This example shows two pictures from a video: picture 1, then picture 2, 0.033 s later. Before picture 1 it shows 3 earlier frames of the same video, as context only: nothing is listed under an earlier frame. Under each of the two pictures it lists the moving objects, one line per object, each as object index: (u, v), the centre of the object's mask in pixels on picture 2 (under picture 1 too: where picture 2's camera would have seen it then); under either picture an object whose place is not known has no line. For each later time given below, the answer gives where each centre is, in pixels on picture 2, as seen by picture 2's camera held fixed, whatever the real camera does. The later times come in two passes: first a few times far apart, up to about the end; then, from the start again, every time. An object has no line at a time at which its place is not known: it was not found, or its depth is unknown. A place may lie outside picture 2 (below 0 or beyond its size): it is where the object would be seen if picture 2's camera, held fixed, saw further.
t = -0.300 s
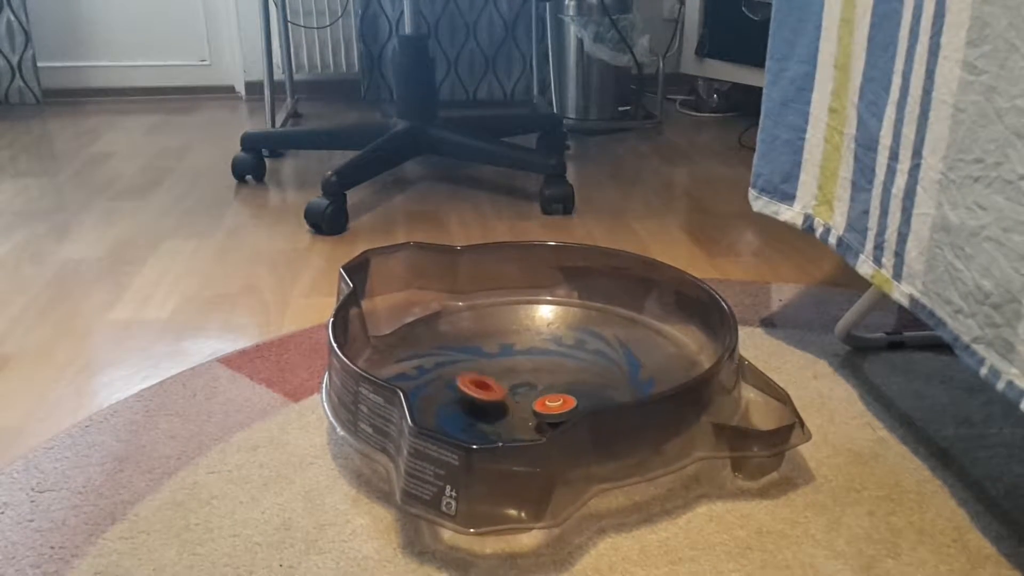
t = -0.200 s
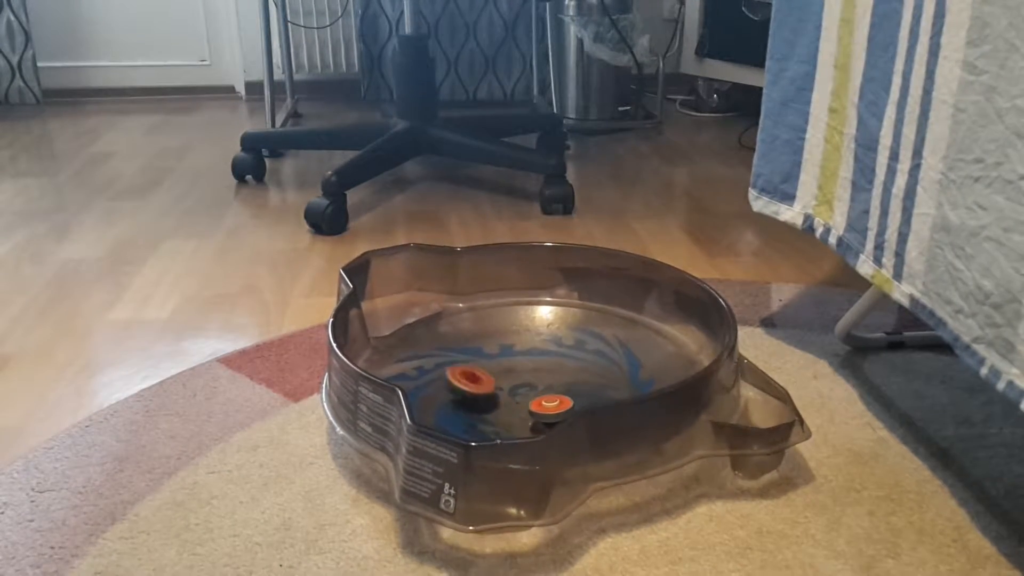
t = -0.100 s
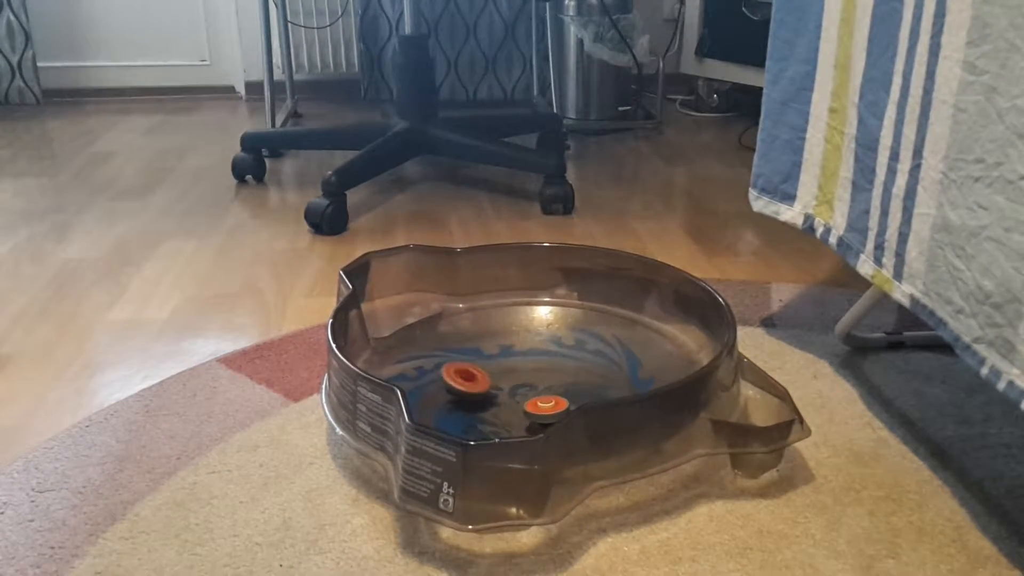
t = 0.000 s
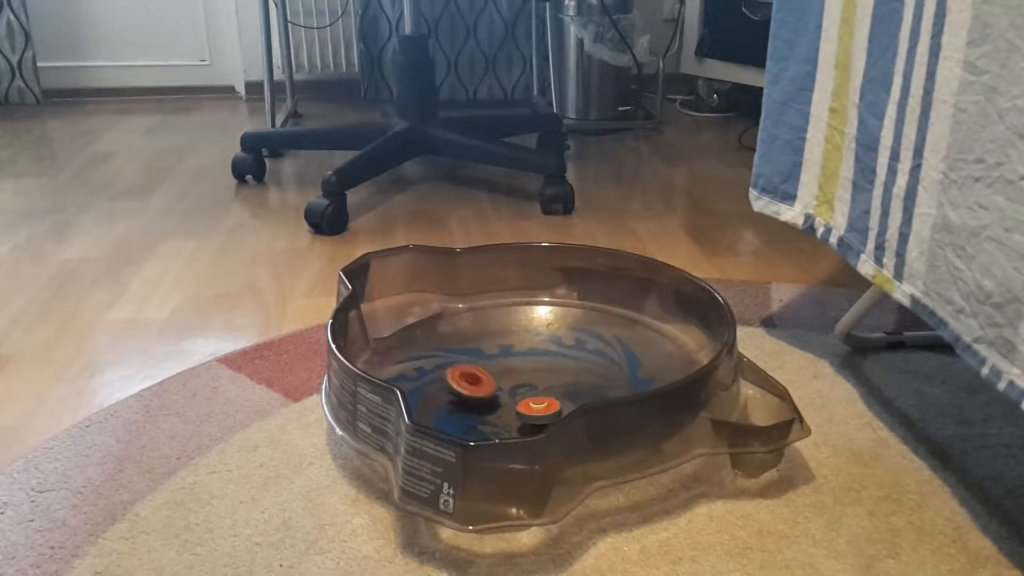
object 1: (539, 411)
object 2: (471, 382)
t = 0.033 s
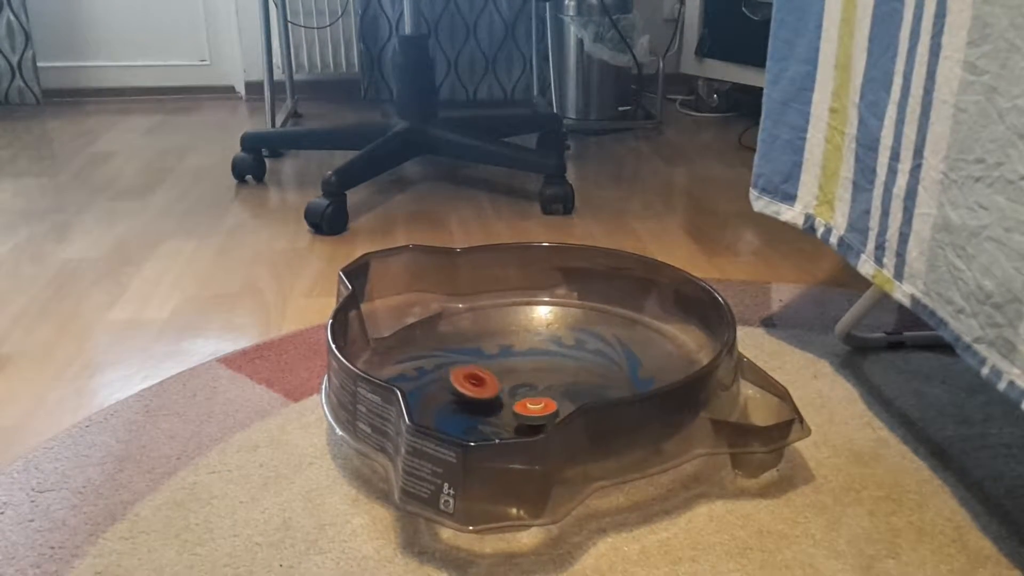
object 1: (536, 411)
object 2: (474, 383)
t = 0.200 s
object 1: (523, 411)
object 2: (503, 382)
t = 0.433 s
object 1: (526, 411)
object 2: (533, 368)
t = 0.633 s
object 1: (517, 406)
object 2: (537, 367)
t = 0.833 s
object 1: (512, 398)
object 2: (554, 378)
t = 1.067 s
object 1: (510, 393)
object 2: (585, 380)
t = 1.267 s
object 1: (520, 391)
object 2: (584, 384)
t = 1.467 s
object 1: (458, 359)
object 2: (633, 387)
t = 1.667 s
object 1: (411, 348)
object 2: (647, 380)
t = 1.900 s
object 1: (512, 415)
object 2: (567, 401)
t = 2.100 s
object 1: (506, 419)
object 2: (555, 408)
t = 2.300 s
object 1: (436, 405)
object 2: (575, 390)
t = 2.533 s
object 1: (508, 420)
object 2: (517, 388)
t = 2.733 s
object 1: (540, 418)
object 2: (492, 385)
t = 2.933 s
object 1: (550, 401)
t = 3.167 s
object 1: (570, 379)
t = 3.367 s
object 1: (549, 371)
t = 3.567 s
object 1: (527, 335)
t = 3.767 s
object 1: (509, 365)
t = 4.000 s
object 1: (491, 395)
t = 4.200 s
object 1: (490, 409)
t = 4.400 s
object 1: (525, 420)
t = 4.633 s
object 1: (506, 430)
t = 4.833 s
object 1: (538, 419)
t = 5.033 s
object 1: (551, 403)
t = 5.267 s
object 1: (587, 401)
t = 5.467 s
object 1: (572, 388)
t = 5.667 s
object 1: (579, 367)
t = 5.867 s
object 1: (559, 376)
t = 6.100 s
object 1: (543, 382)
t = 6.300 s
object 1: (536, 389)
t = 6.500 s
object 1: (514, 375)
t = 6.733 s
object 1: (500, 392)
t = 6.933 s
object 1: (486, 394)
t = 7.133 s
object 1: (502, 404)
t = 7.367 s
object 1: (507, 409)
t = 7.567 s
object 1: (522, 415)
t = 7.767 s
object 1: (542, 410)
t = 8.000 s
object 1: (535, 415)
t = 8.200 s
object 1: (537, 411)
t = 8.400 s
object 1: (531, 416)
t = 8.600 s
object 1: (536, 410)
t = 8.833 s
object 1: (530, 416)
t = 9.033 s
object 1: (541, 414)
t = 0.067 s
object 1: (533, 411)
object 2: (478, 384)
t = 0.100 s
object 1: (531, 412)
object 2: (484, 385)
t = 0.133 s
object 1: (529, 412)
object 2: (490, 384)
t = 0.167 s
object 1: (526, 412)
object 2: (497, 383)
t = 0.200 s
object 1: (523, 411)
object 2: (503, 382)
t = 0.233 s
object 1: (519, 411)
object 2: (510, 382)
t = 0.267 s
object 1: (518, 411)
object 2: (516, 379)
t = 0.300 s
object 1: (517, 411)
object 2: (522, 377)
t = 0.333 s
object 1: (518, 411)
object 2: (526, 374)
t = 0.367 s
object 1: (520, 411)
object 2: (529, 371)
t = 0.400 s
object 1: (523, 411)
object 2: (531, 369)
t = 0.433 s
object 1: (526, 411)
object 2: (533, 368)
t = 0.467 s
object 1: (526, 409)
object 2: (534, 366)
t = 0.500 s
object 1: (525, 409)
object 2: (535, 364)
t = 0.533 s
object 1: (523, 408)
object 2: (535, 364)
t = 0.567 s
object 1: (521, 407)
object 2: (535, 365)
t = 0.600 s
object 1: (519, 406)
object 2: (536, 365)
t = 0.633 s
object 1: (517, 406)
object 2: (537, 367)
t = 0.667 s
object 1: (517, 404)
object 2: (538, 368)
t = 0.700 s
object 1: (515, 403)
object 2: (540, 370)
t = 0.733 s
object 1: (514, 402)
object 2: (543, 372)
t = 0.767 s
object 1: (513, 401)
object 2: (546, 374)
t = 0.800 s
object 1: (512, 399)
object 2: (550, 376)
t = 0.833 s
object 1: (512, 398)
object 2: (554, 378)
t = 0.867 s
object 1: (512, 397)
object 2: (559, 379)
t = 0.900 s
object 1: (511, 396)
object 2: (565, 380)
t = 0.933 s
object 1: (511, 395)
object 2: (570, 381)
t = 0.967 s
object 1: (510, 394)
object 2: (575, 381)
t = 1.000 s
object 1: (510, 394)
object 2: (580, 381)
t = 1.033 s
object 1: (510, 394)
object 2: (583, 380)
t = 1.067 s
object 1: (510, 393)
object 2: (585, 380)
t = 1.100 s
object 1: (511, 394)
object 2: (586, 380)
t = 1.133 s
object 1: (511, 393)
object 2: (587, 380)
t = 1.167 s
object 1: (513, 392)
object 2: (587, 381)
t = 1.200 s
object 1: (515, 392)
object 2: (587, 382)
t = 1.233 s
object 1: (518, 392)
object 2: (586, 383)
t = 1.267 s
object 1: (520, 391)
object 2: (584, 384)
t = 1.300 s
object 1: (523, 391)
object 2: (583, 386)
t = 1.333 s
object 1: (525, 391)
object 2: (581, 389)
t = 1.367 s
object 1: (528, 392)
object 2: (580, 391)
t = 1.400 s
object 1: (518, 386)
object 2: (589, 392)
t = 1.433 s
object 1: (484, 373)
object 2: (614, 390)
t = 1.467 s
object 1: (458, 359)
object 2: (633, 387)
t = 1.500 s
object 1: (438, 348)
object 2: (644, 384)
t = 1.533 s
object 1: (422, 338)
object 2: (651, 382)
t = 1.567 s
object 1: (415, 336)
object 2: (653, 381)
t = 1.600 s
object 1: (411, 337)
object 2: (654, 380)
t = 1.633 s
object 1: (409, 341)
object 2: (652, 380)
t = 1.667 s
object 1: (411, 348)
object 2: (647, 380)
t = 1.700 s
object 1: (417, 357)
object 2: (640, 381)
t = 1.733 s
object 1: (428, 370)
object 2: (631, 382)
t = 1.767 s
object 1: (440, 384)
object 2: (620, 385)
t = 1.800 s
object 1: (455, 395)
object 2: (607, 388)
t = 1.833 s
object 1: (473, 404)
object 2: (595, 392)
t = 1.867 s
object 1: (491, 410)
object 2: (581, 396)
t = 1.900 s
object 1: (512, 415)
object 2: (567, 401)
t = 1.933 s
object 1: (517, 416)
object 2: (562, 404)
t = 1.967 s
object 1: (516, 419)
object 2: (561, 405)
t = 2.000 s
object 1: (516, 419)
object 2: (559, 406)
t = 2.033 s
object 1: (512, 420)
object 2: (558, 406)
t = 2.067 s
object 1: (507, 420)
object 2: (558, 407)
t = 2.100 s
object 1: (506, 419)
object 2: (555, 408)
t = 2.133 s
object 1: (489, 418)
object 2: (565, 405)
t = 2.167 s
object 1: (467, 414)
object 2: (579, 400)
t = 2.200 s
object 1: (451, 411)
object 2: (586, 396)
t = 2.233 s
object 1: (441, 407)
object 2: (587, 393)
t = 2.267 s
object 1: (435, 405)
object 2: (582, 391)
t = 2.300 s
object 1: (436, 405)
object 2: (575, 390)
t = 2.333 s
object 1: (441, 405)
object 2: (566, 389)
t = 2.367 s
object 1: (450, 407)
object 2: (555, 389)
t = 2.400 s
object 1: (461, 410)
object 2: (546, 389)
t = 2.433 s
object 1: (476, 412)
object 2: (537, 390)
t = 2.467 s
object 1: (491, 415)
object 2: (528, 391)
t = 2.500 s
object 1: (502, 416)
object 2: (520, 391)
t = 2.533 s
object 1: (508, 420)
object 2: (517, 388)
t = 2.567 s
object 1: (514, 423)
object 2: (514, 384)
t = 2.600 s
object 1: (519, 424)
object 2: (512, 381)
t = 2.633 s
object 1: (524, 424)
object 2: (508, 381)
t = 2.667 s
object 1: (531, 422)
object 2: (503, 382)
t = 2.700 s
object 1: (536, 420)
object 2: (497, 383)
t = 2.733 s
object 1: (540, 418)
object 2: (492, 385)
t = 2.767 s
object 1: (543, 416)
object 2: (489, 386)
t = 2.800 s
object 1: (547, 413)
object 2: (488, 389)
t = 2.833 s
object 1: (549, 410)
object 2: (487, 392)
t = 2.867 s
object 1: (550, 407)
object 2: (488, 394)
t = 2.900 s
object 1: (550, 403)
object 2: (491, 398)
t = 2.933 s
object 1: (550, 401)
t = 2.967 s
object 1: (558, 396)
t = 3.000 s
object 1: (568, 392)
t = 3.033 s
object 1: (574, 390)
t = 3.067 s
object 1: (576, 386)
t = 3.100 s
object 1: (576, 384)
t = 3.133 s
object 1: (574, 382)
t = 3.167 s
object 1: (570, 379)
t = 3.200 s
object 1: (567, 377)
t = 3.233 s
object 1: (564, 375)
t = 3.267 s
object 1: (561, 373)
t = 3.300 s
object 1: (557, 372)
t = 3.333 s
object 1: (553, 371)
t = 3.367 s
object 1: (549, 371)
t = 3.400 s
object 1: (545, 370)
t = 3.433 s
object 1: (541, 366)
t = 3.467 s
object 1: (539, 344)
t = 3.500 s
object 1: (535, 339)
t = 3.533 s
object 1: (531, 335)
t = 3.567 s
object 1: (527, 335)
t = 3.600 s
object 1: (523, 336)
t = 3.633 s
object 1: (519, 339)
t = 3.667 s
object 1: (515, 344)
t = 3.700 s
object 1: (512, 349)
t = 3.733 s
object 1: (510, 356)
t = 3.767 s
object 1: (509, 365)
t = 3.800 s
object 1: (510, 373)
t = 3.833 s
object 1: (512, 381)
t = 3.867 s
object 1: (518, 388)
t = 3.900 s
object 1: (519, 390)
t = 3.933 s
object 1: (517, 393)
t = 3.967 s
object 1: (505, 394)
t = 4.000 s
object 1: (491, 395)
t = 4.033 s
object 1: (483, 395)
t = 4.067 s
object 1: (479, 397)
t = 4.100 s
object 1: (478, 399)
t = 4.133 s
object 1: (481, 402)
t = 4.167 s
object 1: (485, 405)
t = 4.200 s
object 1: (490, 409)
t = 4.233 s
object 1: (494, 411)
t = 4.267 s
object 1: (500, 414)
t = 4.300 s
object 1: (506, 417)
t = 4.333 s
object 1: (512, 418)
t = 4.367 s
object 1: (518, 418)
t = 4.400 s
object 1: (525, 420)
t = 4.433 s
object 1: (525, 423)
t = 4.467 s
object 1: (516, 428)
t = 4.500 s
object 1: (508, 430)
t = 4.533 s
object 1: (502, 431)
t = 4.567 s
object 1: (501, 431)
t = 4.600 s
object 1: (502, 431)
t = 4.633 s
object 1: (506, 430)
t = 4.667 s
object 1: (511, 430)
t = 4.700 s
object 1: (516, 430)
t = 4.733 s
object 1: (520, 429)
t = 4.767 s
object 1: (527, 428)
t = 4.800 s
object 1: (534, 424)
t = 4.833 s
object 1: (538, 419)
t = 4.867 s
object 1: (542, 413)
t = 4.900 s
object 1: (543, 407)
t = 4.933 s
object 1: (544, 403)
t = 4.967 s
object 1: (547, 402)
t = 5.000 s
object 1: (547, 402)
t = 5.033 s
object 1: (551, 403)
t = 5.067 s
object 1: (563, 402)
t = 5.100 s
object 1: (570, 401)
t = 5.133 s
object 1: (577, 401)
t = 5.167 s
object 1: (585, 401)
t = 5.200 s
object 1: (590, 401)
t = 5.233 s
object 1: (590, 402)
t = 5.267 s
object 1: (587, 401)
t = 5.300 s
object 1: (585, 399)
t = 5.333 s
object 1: (583, 396)
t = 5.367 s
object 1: (581, 394)
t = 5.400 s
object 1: (579, 391)
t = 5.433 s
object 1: (575, 390)
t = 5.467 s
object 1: (572, 388)
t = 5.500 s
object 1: (570, 384)
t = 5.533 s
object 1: (577, 380)
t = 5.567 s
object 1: (581, 375)
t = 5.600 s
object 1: (582, 371)
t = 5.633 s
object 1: (581, 369)
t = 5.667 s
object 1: (579, 367)
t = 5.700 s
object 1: (576, 366)
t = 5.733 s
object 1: (573, 366)
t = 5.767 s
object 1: (570, 366)
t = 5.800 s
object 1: (567, 367)
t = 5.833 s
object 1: (563, 368)
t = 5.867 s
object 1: (559, 376)
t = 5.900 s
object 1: (555, 378)
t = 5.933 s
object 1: (550, 380)
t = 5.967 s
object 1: (547, 382)
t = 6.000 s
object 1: (544, 383)
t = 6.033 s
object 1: (543, 385)
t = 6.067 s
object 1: (543, 383)
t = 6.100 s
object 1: (543, 382)
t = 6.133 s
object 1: (542, 381)
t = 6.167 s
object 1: (541, 382)
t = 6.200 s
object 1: (540, 384)
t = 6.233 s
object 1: (539, 386)
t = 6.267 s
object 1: (537, 388)
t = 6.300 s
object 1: (536, 389)
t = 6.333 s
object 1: (531, 384)
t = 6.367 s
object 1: (527, 378)
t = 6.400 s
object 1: (523, 374)
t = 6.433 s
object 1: (520, 373)
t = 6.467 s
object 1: (517, 374)
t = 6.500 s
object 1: (514, 375)
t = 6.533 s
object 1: (511, 378)
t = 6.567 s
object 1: (508, 380)
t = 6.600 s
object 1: (505, 382)
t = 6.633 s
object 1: (503, 385)
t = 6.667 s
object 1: (502, 387)
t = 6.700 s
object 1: (500, 390)
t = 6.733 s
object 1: (500, 392)
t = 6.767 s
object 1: (498, 394)
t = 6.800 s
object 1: (491, 391)
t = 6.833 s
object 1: (488, 390)
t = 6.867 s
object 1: (487, 391)
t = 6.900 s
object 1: (486, 392)
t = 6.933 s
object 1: (486, 394)
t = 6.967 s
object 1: (487, 396)
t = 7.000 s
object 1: (489, 398)
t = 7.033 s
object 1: (491, 399)
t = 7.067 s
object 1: (495, 401)
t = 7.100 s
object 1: (499, 402)
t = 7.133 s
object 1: (502, 404)
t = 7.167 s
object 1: (506, 403)
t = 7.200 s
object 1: (509, 404)
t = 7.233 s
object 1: (512, 404)
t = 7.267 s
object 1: (515, 404)
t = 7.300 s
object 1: (518, 405)
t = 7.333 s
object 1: (512, 407)
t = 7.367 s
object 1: (507, 409)
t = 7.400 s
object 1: (506, 410)
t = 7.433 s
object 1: (508, 411)
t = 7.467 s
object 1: (511, 412)
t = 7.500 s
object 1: (514, 413)
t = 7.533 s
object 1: (518, 414)
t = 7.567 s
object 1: (522, 415)
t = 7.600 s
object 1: (526, 414)
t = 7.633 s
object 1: (530, 413)
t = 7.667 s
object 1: (534, 413)
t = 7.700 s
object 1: (538, 411)
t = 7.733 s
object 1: (541, 410)
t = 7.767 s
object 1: (542, 410)
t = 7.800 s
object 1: (541, 411)
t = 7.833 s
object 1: (539, 412)
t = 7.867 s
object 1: (538, 412)
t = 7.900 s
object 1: (539, 412)
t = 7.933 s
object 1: (537, 413)
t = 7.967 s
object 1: (535, 414)
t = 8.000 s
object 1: (535, 415)
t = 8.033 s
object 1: (535, 414)
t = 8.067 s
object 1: (536, 413)
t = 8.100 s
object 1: (537, 413)
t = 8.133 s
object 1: (537, 412)
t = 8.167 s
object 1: (538, 411)
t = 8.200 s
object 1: (537, 411)
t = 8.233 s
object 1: (536, 411)
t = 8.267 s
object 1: (534, 414)
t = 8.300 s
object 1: (532, 416)
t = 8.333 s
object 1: (530, 416)
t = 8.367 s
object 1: (530, 417)
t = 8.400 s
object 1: (531, 416)
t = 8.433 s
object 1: (533, 415)
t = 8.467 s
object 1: (533, 415)
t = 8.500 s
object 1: (534, 413)
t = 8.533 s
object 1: (535, 412)
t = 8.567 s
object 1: (536, 411)
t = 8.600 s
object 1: (536, 410)
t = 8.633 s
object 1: (536, 409)
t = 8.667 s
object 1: (535, 409)
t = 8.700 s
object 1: (535, 410)
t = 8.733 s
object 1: (534, 410)
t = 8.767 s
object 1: (533, 413)
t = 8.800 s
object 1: (531, 415)
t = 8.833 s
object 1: (530, 416)
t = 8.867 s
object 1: (532, 416)
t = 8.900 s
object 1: (534, 415)
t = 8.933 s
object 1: (537, 414)
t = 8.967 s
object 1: (538, 413)
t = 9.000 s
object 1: (540, 414)
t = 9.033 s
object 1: (541, 414)
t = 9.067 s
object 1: (541, 414)
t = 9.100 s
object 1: (542, 413)
